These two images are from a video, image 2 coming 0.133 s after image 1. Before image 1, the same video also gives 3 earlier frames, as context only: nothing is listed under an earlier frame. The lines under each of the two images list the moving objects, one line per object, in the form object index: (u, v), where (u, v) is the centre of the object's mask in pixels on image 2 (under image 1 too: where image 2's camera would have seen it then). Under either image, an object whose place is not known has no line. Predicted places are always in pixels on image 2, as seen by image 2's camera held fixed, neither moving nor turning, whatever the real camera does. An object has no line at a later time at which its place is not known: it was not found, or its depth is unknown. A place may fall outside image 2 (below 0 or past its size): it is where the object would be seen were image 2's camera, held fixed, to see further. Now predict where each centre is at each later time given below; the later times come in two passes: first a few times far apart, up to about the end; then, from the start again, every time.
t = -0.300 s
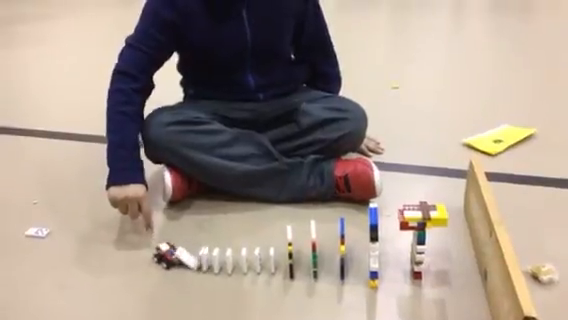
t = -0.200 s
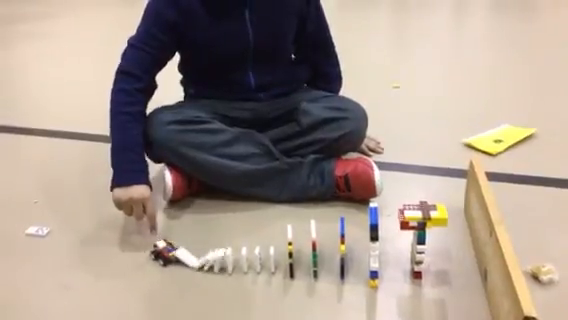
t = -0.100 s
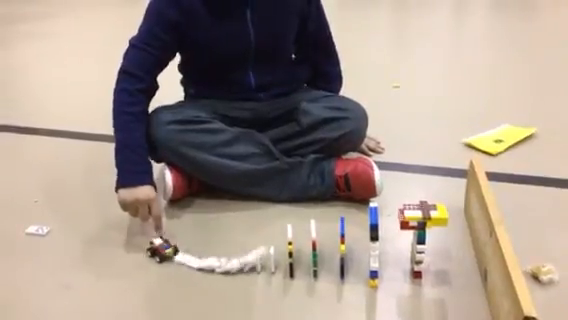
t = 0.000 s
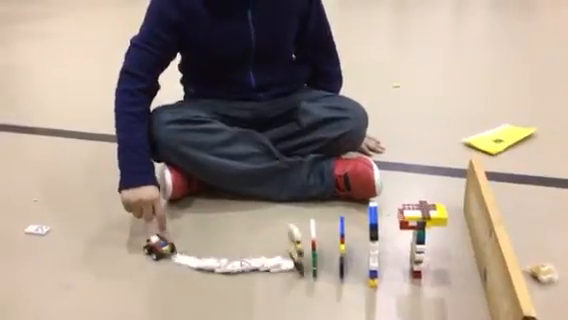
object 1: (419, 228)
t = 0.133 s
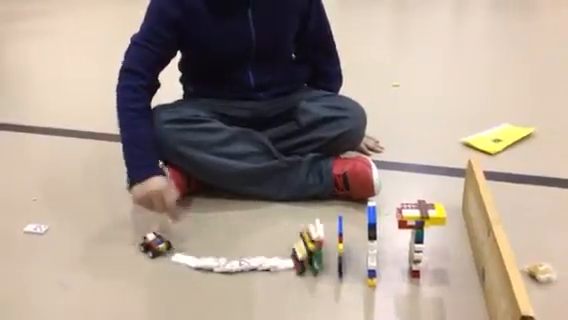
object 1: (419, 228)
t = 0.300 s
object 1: (418, 228)
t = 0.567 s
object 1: (455, 229)
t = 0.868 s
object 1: (456, 251)
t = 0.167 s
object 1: (418, 228)
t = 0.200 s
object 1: (419, 228)
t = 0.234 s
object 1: (418, 228)
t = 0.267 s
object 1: (418, 228)
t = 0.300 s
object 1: (418, 228)
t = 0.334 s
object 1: (418, 228)
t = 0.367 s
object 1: (419, 228)
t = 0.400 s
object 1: (422, 229)
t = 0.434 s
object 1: (425, 229)
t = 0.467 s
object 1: (428, 230)
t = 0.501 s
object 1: (435, 228)
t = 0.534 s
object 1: (442, 231)
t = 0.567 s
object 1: (455, 229)
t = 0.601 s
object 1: (458, 228)
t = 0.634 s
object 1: (457, 232)
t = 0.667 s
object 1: (454, 238)
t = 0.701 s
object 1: (463, 238)
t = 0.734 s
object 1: (461, 242)
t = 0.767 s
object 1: (463, 245)
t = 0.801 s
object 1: (454, 250)
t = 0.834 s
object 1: (456, 251)
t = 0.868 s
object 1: (456, 251)
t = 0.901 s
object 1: (454, 254)
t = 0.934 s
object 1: (458, 254)
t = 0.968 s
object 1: (459, 253)
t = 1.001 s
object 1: (459, 253)
